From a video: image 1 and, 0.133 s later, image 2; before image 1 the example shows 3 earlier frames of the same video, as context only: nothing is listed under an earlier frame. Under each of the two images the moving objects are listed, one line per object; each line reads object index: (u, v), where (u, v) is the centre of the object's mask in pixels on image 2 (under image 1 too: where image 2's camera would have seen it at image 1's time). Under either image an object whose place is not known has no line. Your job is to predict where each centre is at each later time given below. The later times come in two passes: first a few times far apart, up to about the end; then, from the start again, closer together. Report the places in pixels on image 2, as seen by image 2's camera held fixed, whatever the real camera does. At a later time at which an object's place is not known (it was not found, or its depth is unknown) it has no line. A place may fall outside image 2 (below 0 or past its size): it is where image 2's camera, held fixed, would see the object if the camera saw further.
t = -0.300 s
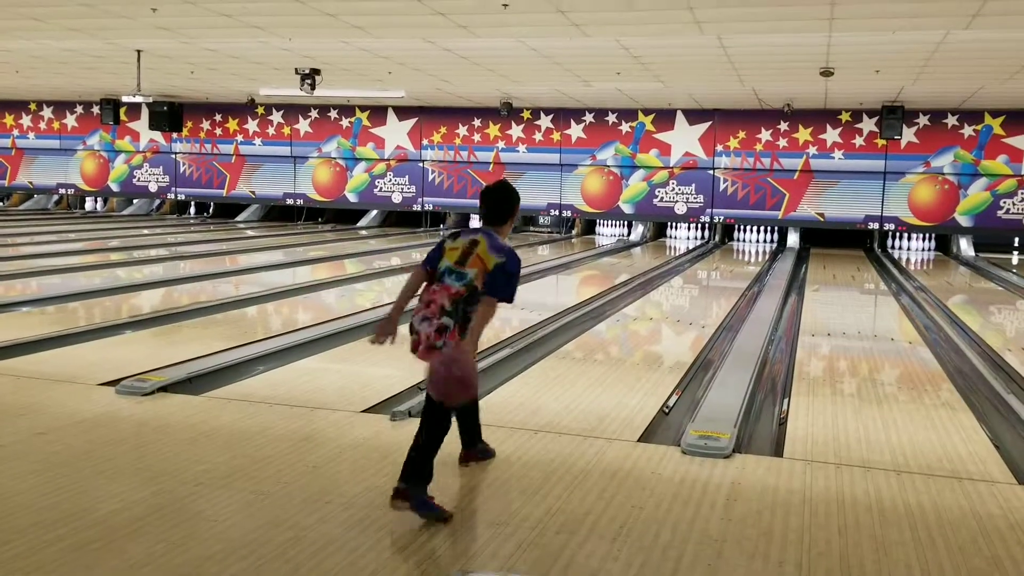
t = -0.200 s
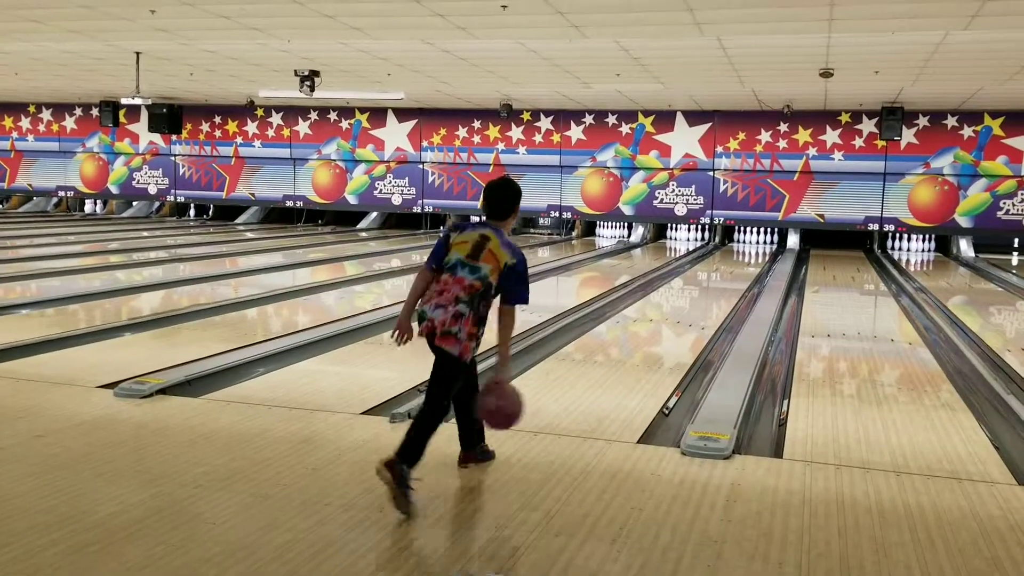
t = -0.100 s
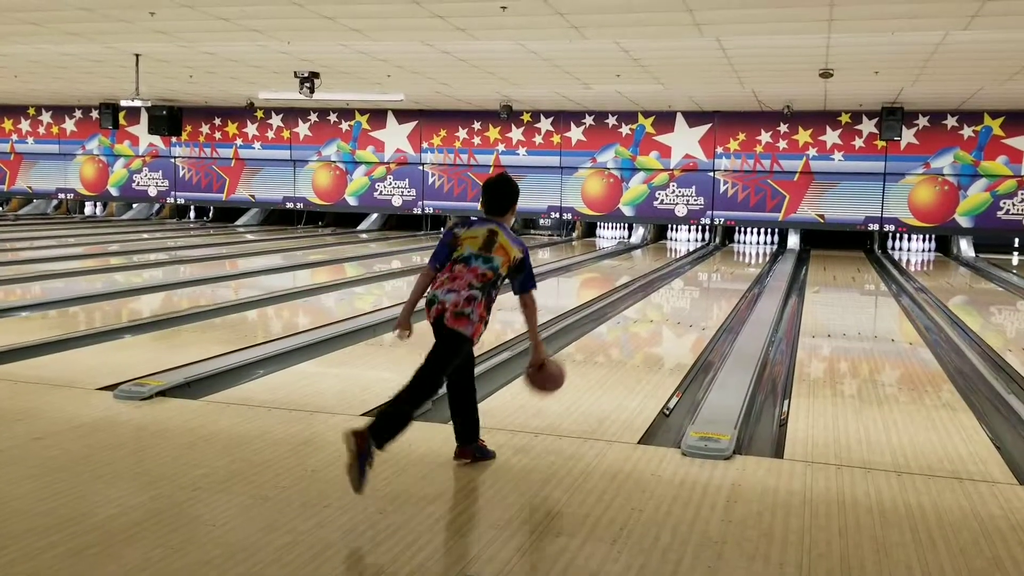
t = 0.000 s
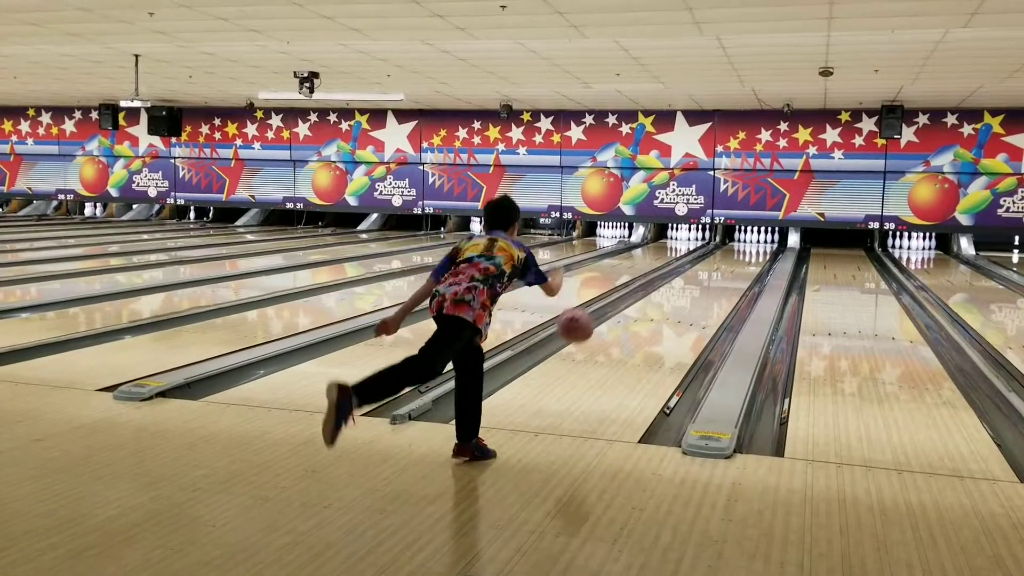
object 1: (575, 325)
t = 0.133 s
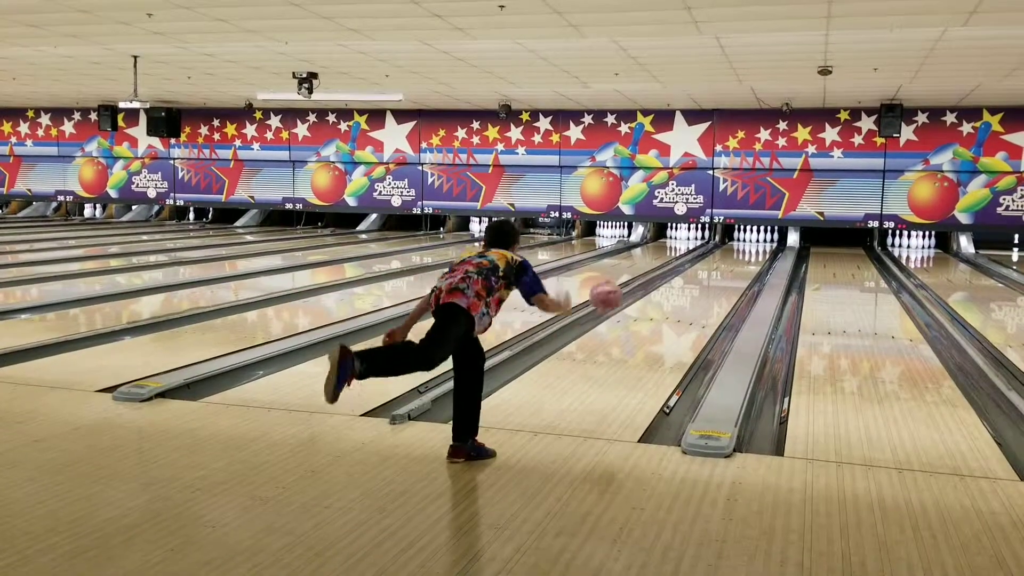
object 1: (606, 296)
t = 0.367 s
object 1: (643, 312)
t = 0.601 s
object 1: (669, 314)
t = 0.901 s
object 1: (693, 294)
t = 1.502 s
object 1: (723, 269)
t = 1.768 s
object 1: (732, 261)
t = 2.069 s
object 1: (740, 254)
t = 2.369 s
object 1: (744, 248)
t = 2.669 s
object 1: (749, 242)
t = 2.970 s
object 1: (753, 239)
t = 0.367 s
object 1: (643, 312)
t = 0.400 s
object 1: (648, 319)
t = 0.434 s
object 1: (651, 327)
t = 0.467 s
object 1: (655, 326)
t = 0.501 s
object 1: (659, 322)
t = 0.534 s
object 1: (662, 319)
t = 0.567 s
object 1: (666, 317)
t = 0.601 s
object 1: (669, 314)
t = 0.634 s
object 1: (672, 312)
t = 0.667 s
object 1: (675, 309)
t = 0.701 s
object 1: (677, 307)
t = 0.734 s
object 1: (680, 305)
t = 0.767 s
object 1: (683, 302)
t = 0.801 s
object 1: (686, 300)
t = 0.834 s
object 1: (688, 298)
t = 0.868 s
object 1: (691, 295)
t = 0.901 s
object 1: (693, 294)
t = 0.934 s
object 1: (695, 292)
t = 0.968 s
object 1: (697, 291)
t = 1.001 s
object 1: (700, 289)
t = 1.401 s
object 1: (720, 271)
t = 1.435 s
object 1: (721, 271)
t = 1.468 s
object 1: (722, 270)
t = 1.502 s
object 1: (723, 269)
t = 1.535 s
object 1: (725, 268)
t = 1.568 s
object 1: (726, 267)
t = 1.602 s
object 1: (727, 265)
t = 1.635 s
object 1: (728, 264)
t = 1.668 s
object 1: (729, 263)
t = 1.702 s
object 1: (730, 262)
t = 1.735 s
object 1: (730, 262)
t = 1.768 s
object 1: (732, 261)
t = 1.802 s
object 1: (732, 260)
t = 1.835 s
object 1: (734, 260)
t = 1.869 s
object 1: (735, 258)
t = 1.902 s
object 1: (736, 257)
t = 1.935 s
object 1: (737, 256)
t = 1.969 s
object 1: (738, 256)
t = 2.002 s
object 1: (739, 255)
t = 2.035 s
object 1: (739, 255)
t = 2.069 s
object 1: (740, 254)
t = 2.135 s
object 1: (741, 252)
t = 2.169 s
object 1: (741, 251)
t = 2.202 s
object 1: (742, 251)
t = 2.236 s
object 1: (742, 250)
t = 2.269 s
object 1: (743, 249)
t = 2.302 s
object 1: (743, 249)
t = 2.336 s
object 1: (743, 249)
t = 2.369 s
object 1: (744, 248)
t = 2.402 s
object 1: (745, 247)
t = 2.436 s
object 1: (745, 246)
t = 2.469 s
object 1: (746, 245)
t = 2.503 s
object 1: (747, 245)
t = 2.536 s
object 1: (747, 244)
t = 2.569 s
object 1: (748, 244)
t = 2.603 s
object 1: (748, 243)
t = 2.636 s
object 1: (749, 243)
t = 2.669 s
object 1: (749, 242)
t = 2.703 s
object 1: (750, 242)
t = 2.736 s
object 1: (750, 241)
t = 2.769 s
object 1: (751, 241)
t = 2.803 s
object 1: (751, 240)
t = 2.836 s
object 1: (751, 240)
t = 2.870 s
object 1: (752, 240)
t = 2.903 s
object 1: (752, 239)
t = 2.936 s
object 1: (752, 239)
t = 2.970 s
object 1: (753, 239)
